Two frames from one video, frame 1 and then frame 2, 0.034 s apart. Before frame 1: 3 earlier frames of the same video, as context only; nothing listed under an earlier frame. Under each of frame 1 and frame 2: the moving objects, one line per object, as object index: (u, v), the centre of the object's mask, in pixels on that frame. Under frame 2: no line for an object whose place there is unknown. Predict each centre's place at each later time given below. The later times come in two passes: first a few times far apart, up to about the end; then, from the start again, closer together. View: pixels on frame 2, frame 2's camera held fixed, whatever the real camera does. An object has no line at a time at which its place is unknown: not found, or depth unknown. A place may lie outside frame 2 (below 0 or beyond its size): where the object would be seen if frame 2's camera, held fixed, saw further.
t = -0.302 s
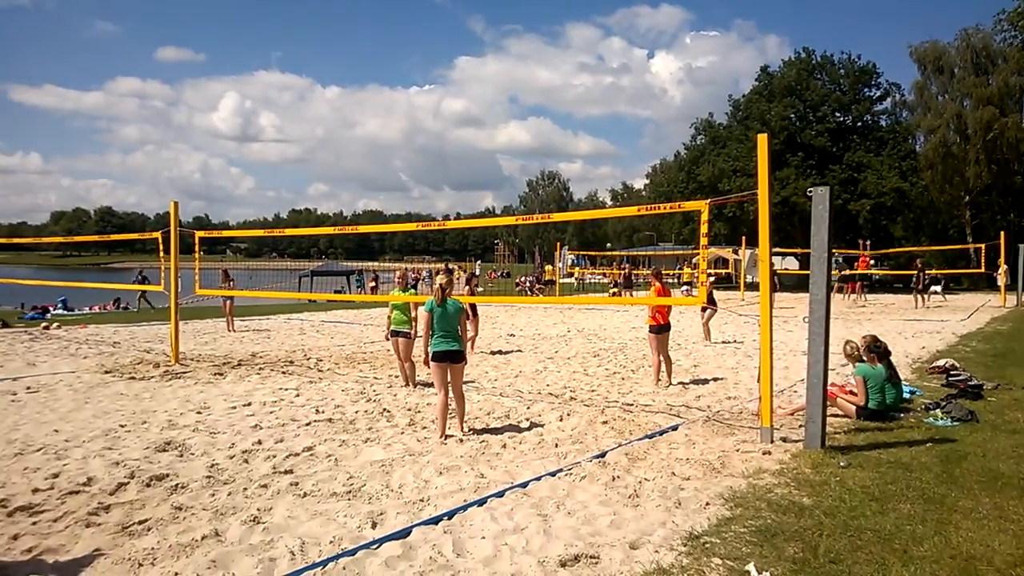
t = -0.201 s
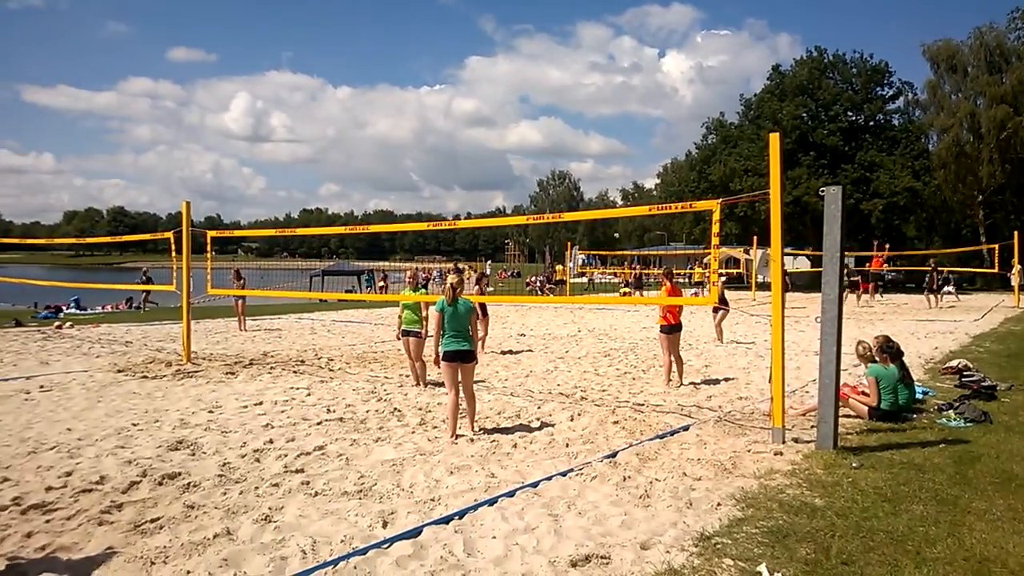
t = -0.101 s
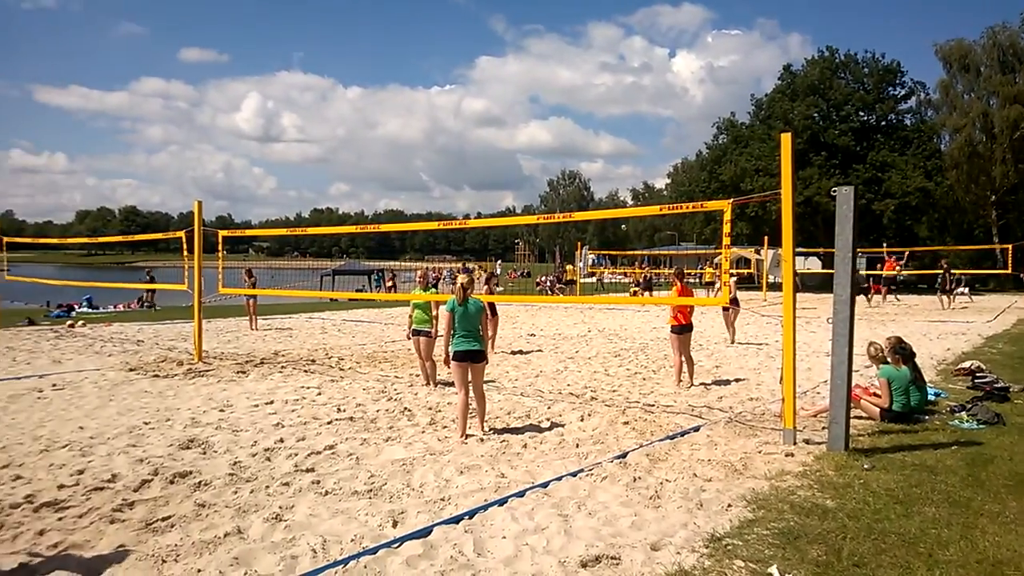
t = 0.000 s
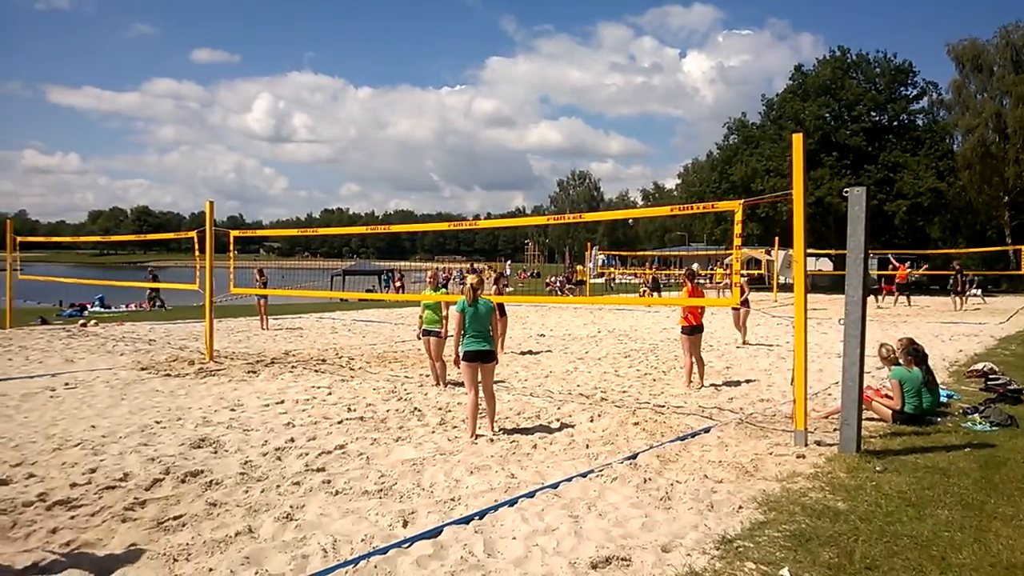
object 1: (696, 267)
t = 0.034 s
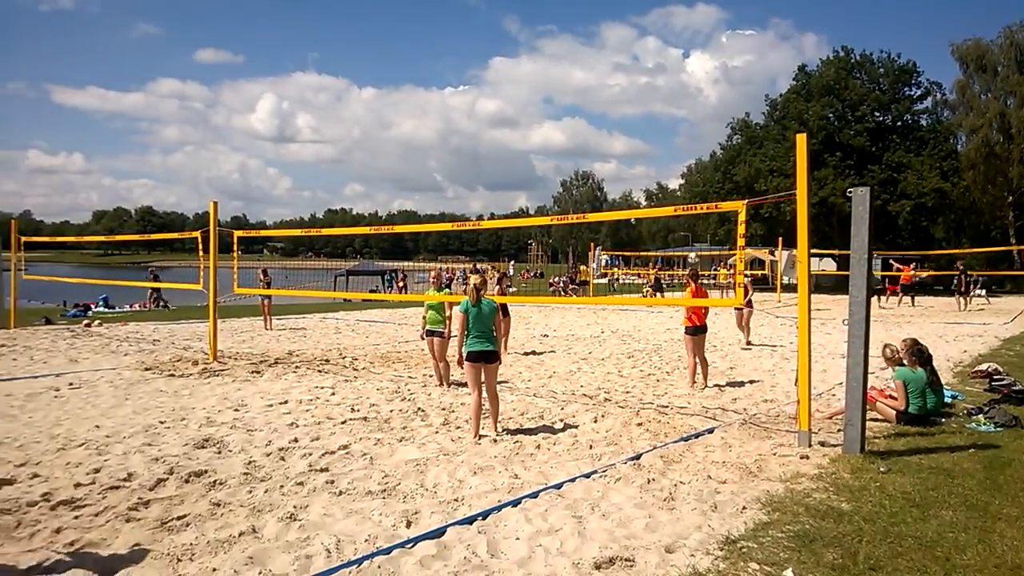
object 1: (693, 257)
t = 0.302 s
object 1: (634, 179)
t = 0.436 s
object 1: (595, 148)
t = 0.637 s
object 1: (527, 115)
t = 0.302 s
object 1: (634, 179)
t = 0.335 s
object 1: (625, 171)
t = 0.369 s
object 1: (615, 163)
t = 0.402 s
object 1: (605, 155)
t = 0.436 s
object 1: (595, 148)
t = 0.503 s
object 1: (574, 135)
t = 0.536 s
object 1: (563, 129)
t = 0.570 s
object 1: (551, 125)
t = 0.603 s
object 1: (539, 120)
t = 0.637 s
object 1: (527, 115)
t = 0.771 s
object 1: (472, 106)
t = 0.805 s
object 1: (457, 106)
